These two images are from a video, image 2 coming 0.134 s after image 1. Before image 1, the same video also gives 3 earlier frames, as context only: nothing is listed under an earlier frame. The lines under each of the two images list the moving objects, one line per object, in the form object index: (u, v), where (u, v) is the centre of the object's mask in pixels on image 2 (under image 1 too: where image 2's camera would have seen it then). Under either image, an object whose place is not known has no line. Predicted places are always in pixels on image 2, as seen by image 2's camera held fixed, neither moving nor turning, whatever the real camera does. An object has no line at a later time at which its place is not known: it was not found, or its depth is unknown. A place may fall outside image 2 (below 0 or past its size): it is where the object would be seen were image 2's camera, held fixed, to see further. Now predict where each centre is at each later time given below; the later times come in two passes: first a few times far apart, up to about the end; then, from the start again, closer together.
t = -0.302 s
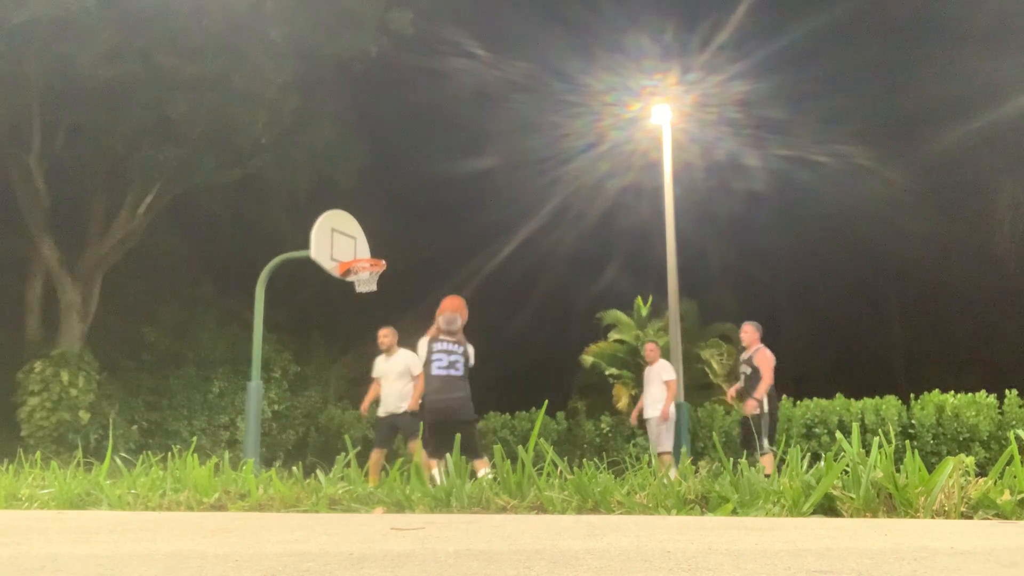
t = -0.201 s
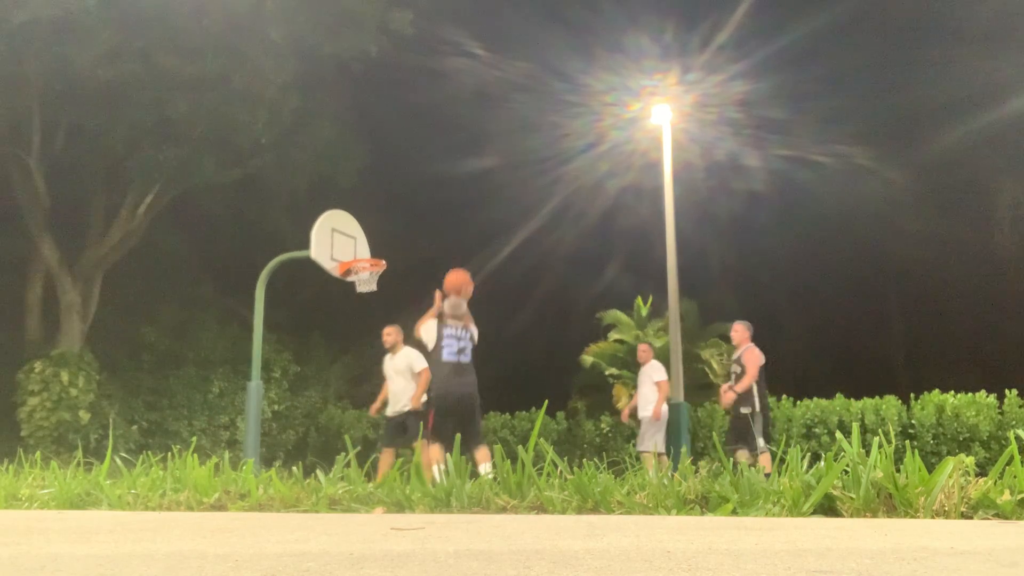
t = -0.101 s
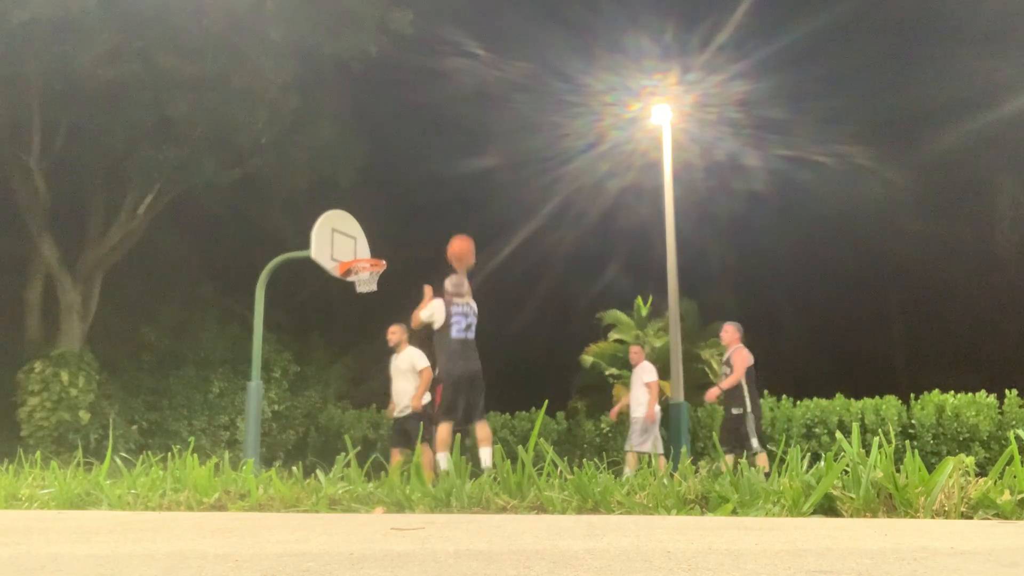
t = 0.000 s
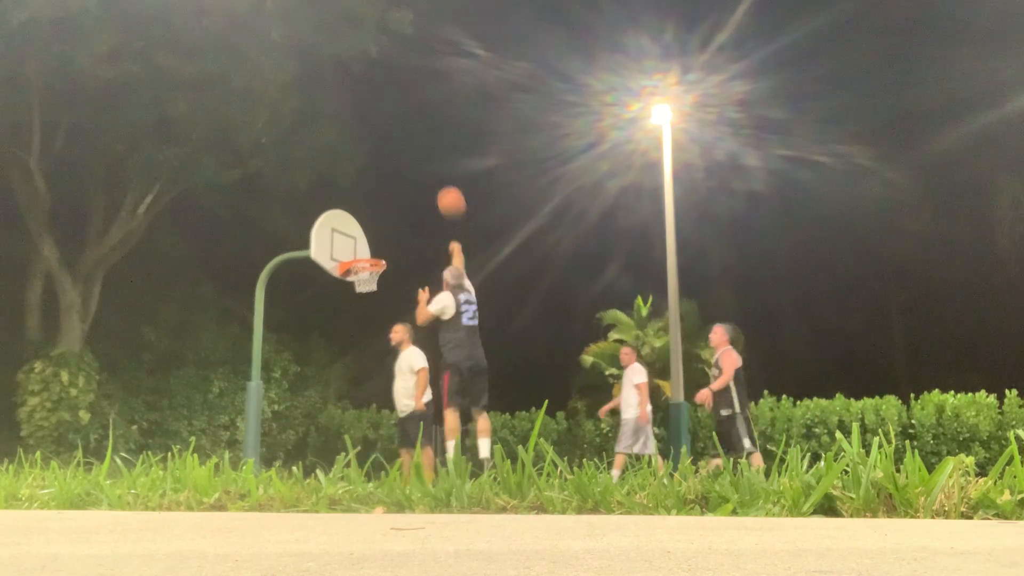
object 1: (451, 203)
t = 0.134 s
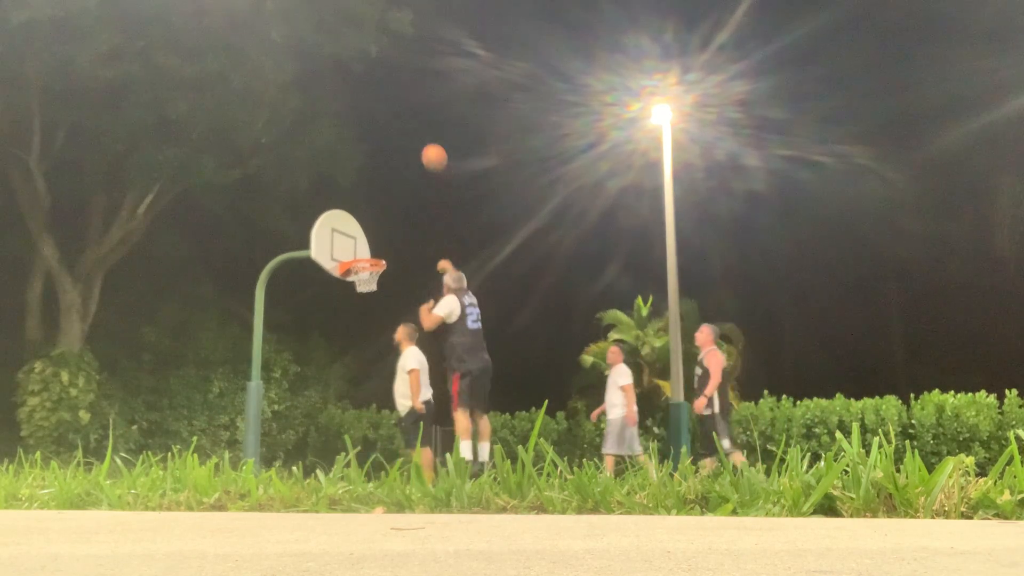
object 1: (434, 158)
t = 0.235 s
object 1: (422, 139)
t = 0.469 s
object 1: (400, 131)
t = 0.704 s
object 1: (381, 164)
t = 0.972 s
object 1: (362, 242)
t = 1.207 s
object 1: (379, 210)
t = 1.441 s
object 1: (402, 184)
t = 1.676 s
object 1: (426, 195)
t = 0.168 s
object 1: (430, 150)
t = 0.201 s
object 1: (426, 144)
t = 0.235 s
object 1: (422, 139)
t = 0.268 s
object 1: (419, 134)
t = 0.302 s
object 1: (415, 132)
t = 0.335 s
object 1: (412, 129)
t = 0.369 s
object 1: (409, 129)
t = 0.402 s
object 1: (406, 128)
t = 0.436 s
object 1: (403, 129)
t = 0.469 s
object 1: (400, 131)
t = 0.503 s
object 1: (397, 134)
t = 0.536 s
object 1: (394, 137)
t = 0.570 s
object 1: (391, 141)
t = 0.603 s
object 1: (388, 146)
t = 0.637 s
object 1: (386, 151)
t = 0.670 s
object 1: (383, 158)
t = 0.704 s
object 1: (381, 164)
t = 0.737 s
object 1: (378, 172)
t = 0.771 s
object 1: (375, 180)
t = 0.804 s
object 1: (373, 189)
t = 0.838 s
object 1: (370, 199)
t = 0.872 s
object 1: (368, 209)
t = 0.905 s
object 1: (367, 219)
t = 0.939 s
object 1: (364, 230)
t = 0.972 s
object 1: (362, 242)
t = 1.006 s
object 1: (358, 254)
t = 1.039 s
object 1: (361, 251)
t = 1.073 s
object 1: (366, 240)
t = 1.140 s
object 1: (372, 223)
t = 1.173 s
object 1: (375, 216)
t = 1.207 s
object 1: (379, 210)
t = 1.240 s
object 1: (382, 204)
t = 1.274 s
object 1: (386, 198)
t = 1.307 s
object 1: (389, 194)
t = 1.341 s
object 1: (392, 190)
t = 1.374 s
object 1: (396, 187)
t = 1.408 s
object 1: (399, 185)
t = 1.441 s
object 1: (402, 184)
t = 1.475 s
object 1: (406, 183)
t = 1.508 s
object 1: (409, 183)
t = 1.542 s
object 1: (412, 184)
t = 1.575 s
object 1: (416, 185)
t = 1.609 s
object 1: (419, 188)
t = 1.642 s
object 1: (422, 191)
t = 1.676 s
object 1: (426, 195)
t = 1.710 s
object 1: (429, 199)
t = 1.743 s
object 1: (432, 205)
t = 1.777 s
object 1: (435, 211)
